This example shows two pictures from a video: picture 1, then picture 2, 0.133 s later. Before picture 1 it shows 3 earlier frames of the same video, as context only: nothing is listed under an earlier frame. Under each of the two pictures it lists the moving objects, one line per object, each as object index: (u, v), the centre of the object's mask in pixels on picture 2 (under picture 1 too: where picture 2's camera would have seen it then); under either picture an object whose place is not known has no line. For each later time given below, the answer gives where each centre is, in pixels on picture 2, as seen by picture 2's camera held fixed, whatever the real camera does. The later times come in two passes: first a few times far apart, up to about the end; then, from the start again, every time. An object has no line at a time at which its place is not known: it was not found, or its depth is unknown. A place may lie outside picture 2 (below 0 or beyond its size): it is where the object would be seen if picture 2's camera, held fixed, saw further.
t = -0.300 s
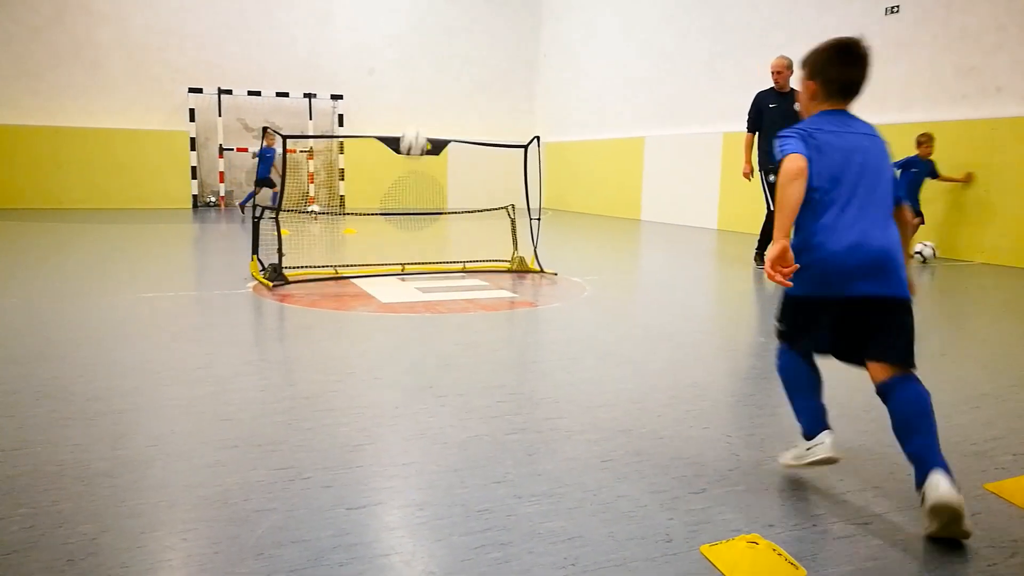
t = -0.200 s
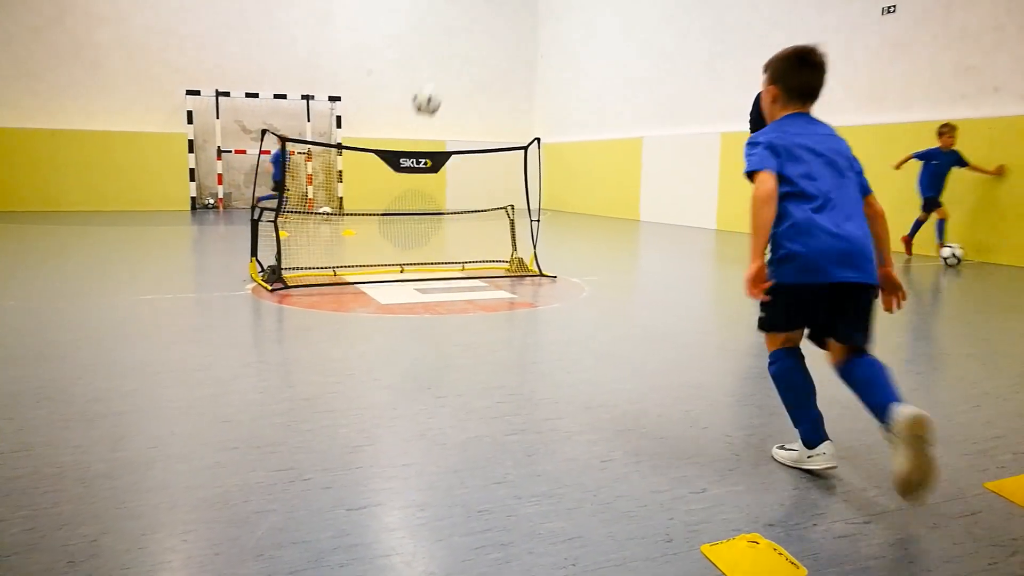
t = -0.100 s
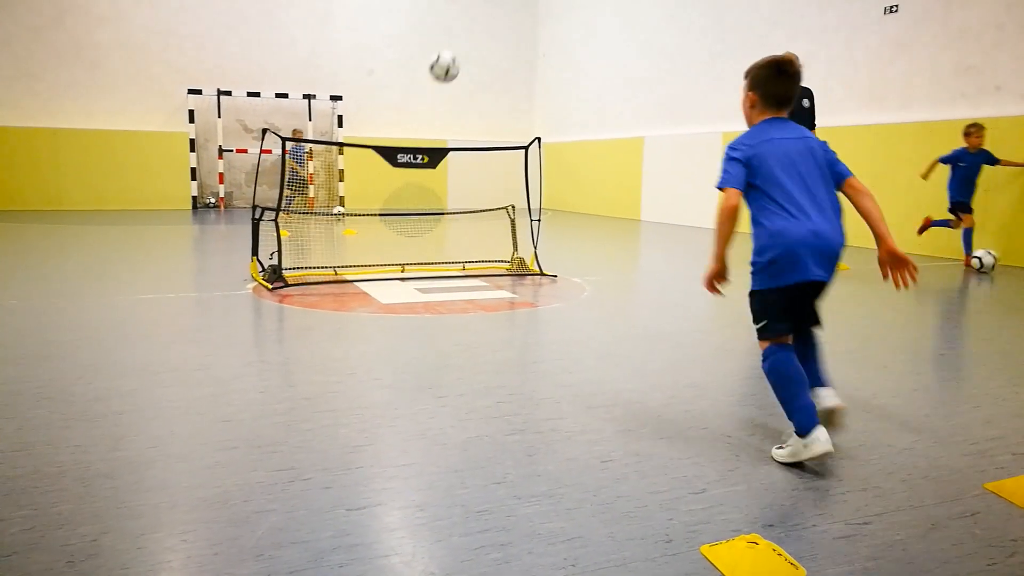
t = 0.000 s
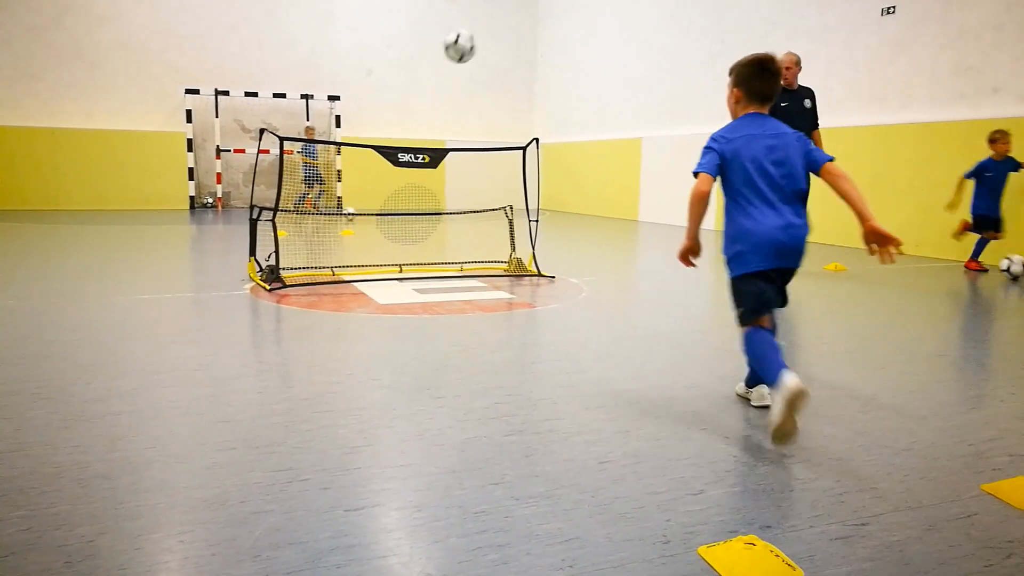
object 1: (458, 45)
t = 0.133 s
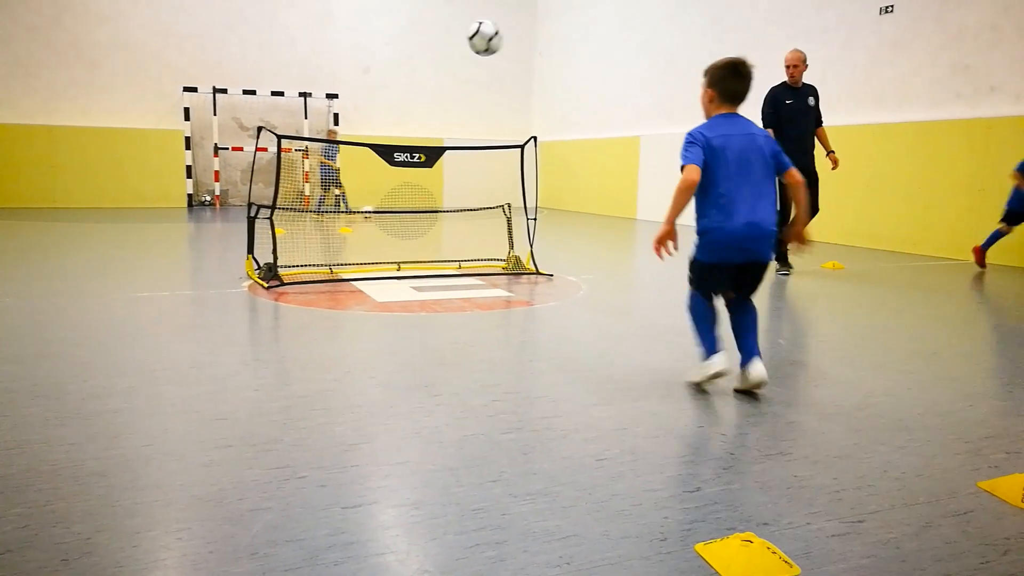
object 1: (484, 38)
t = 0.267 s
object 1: (514, 63)
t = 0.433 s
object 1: (557, 151)
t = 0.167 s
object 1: (492, 41)
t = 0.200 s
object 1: (499, 46)
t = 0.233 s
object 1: (506, 53)
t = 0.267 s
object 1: (514, 63)
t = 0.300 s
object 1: (521, 74)
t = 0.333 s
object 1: (531, 89)
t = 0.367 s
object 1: (538, 105)
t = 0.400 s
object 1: (548, 128)
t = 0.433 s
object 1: (557, 151)
